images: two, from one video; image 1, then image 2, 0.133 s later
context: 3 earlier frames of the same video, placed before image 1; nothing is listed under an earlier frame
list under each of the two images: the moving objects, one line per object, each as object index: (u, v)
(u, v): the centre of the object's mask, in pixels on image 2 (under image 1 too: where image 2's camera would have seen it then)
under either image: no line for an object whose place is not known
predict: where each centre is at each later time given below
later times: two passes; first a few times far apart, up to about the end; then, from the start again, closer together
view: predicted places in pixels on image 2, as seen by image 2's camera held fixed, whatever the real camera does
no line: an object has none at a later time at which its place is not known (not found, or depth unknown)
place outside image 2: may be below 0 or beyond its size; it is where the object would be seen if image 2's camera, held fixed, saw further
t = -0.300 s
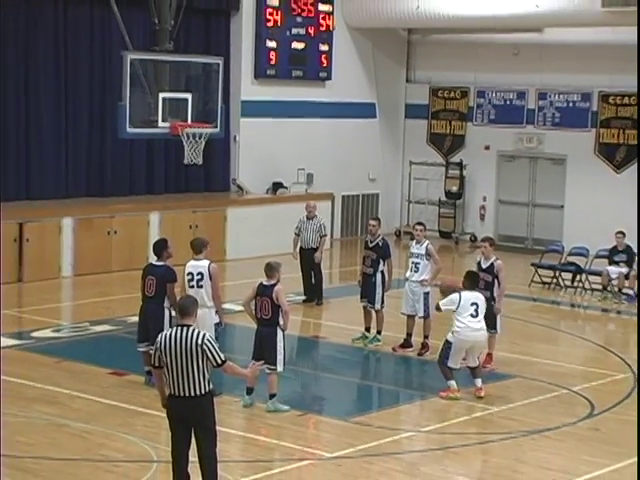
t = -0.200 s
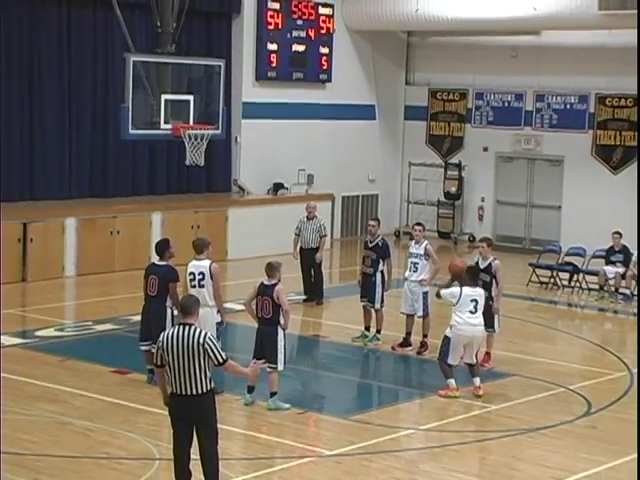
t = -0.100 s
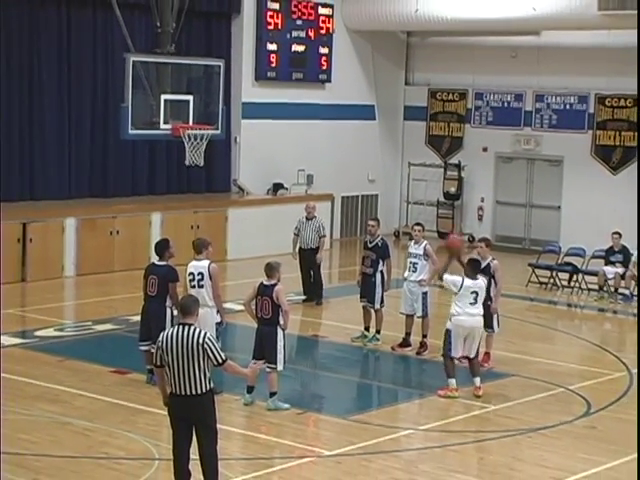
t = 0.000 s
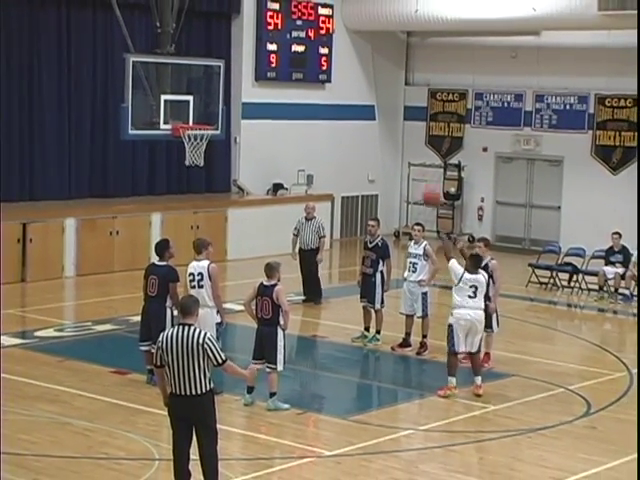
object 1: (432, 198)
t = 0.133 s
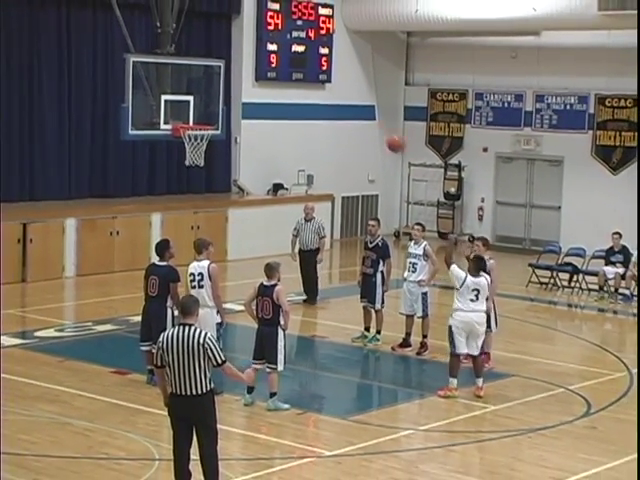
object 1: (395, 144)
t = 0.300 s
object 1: (352, 97)
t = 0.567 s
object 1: (285, 71)
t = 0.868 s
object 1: (214, 104)
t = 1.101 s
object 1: (188, 160)
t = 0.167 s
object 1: (386, 131)
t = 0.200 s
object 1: (378, 121)
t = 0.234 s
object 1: (369, 113)
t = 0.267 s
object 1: (361, 103)
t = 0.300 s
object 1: (352, 97)
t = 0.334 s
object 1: (344, 91)
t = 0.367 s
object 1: (335, 86)
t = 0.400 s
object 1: (327, 81)
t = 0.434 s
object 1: (318, 77)
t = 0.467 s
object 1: (310, 73)
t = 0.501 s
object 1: (302, 72)
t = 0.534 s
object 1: (294, 71)
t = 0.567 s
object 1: (285, 71)
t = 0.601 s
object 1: (278, 71)
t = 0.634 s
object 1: (269, 73)
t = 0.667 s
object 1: (261, 75)
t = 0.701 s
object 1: (254, 78)
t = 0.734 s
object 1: (245, 82)
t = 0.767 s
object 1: (237, 86)
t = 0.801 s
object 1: (230, 91)
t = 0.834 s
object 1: (221, 96)
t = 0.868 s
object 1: (214, 104)
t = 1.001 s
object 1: (189, 158)
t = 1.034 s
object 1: (189, 147)
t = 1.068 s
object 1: (190, 154)
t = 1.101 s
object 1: (188, 160)
